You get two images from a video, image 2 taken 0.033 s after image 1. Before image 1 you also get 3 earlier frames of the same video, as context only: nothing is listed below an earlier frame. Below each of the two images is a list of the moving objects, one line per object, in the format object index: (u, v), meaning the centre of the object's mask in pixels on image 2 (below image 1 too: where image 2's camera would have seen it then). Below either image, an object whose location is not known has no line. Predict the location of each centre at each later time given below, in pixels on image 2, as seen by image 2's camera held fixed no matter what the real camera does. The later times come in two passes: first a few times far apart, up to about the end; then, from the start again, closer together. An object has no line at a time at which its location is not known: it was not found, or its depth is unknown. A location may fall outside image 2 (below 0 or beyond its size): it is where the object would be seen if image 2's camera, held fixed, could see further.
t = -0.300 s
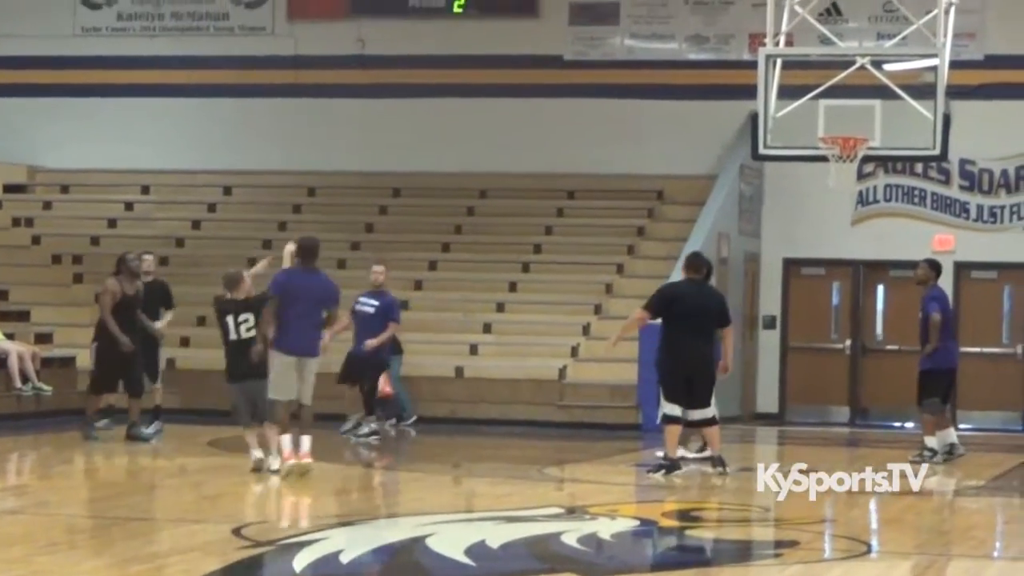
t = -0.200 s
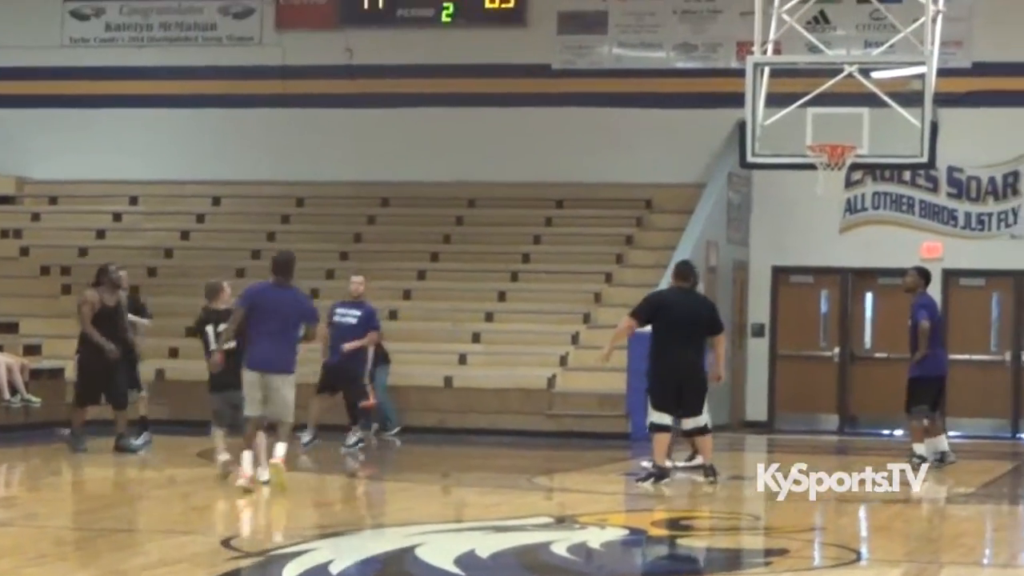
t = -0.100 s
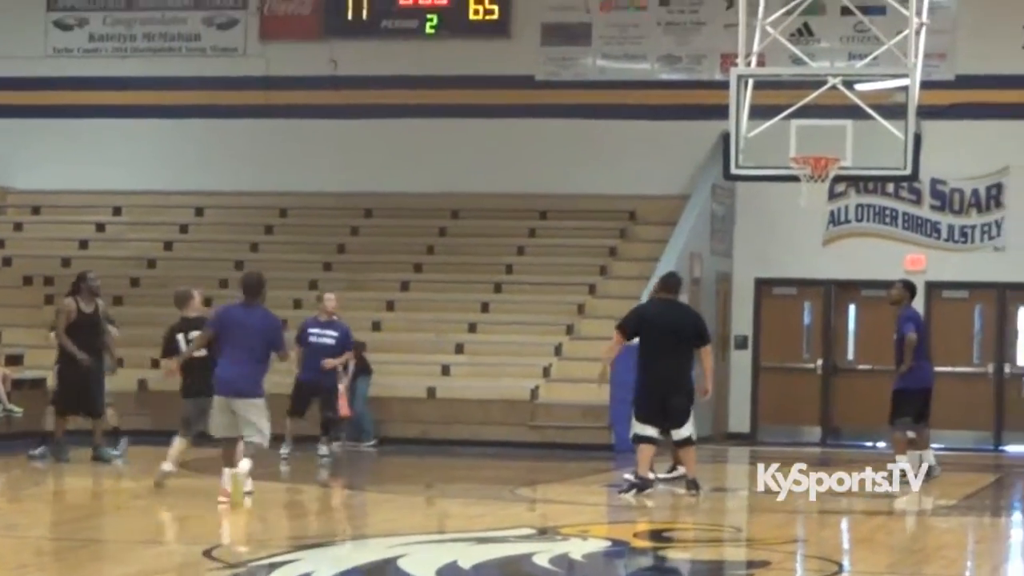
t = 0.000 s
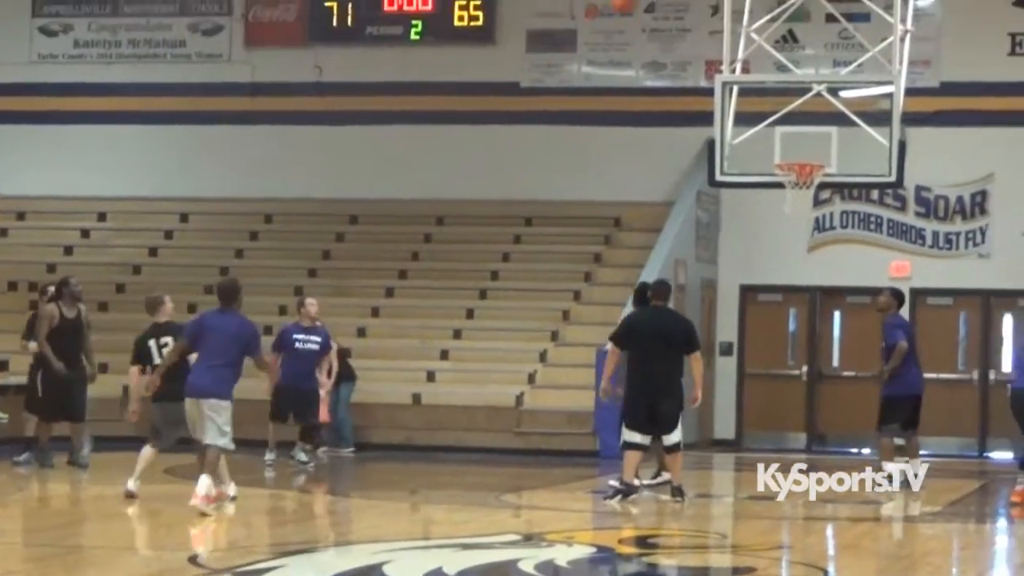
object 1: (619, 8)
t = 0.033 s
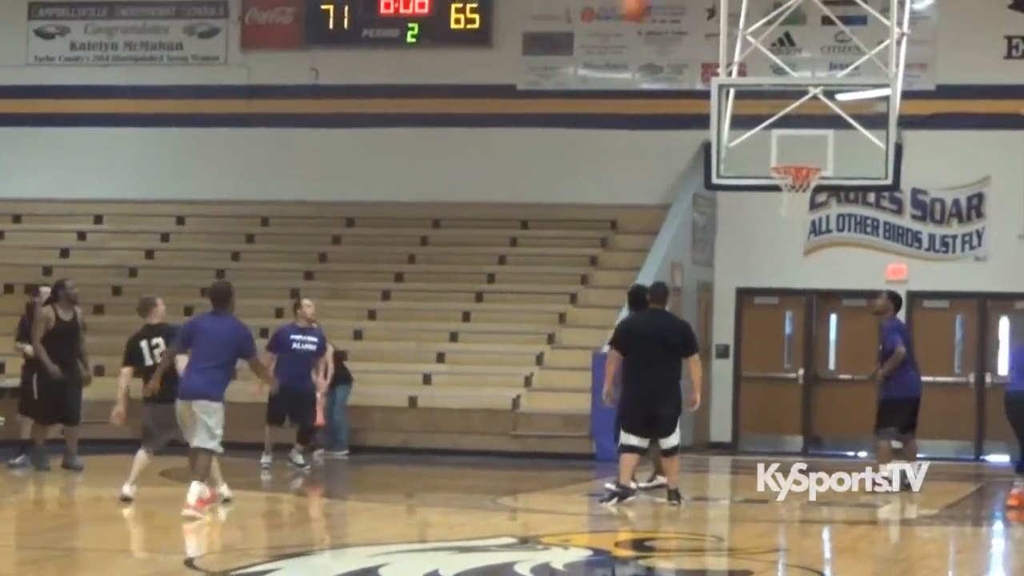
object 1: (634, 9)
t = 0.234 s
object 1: (716, 71)
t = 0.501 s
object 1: (786, 146)
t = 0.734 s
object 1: (779, 124)
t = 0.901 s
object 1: (772, 146)
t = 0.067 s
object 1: (648, 17)
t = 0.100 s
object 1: (661, 25)
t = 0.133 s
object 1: (676, 34)
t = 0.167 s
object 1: (690, 46)
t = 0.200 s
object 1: (703, 58)
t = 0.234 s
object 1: (716, 71)
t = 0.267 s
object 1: (729, 84)
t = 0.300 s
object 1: (743, 98)
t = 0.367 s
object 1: (766, 131)
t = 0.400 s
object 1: (778, 149)
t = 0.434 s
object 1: (786, 163)
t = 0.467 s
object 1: (786, 153)
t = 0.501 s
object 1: (786, 146)
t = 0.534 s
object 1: (785, 139)
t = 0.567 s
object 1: (784, 133)
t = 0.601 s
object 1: (784, 129)
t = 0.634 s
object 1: (782, 126)
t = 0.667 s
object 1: (781, 124)
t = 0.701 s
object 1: (780, 124)
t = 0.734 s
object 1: (779, 124)
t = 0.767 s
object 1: (778, 125)
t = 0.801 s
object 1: (777, 128)
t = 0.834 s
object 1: (776, 133)
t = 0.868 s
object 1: (774, 138)
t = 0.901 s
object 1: (772, 146)
